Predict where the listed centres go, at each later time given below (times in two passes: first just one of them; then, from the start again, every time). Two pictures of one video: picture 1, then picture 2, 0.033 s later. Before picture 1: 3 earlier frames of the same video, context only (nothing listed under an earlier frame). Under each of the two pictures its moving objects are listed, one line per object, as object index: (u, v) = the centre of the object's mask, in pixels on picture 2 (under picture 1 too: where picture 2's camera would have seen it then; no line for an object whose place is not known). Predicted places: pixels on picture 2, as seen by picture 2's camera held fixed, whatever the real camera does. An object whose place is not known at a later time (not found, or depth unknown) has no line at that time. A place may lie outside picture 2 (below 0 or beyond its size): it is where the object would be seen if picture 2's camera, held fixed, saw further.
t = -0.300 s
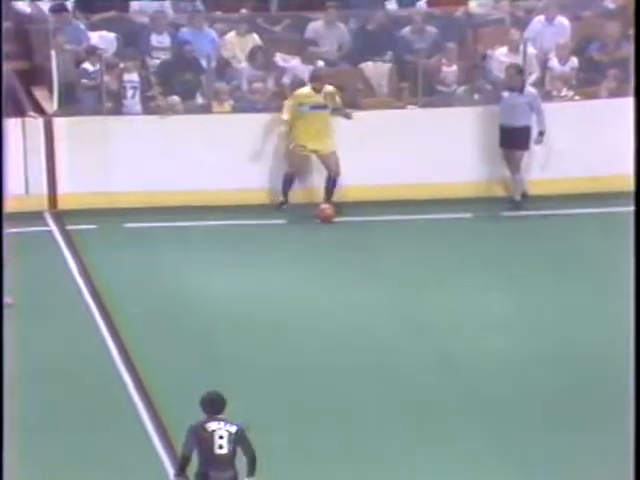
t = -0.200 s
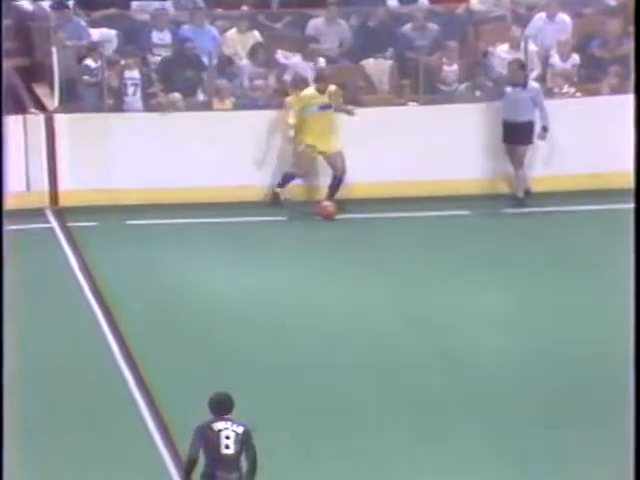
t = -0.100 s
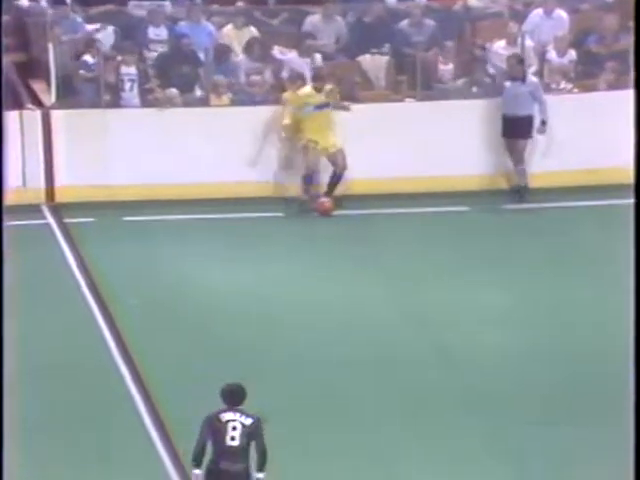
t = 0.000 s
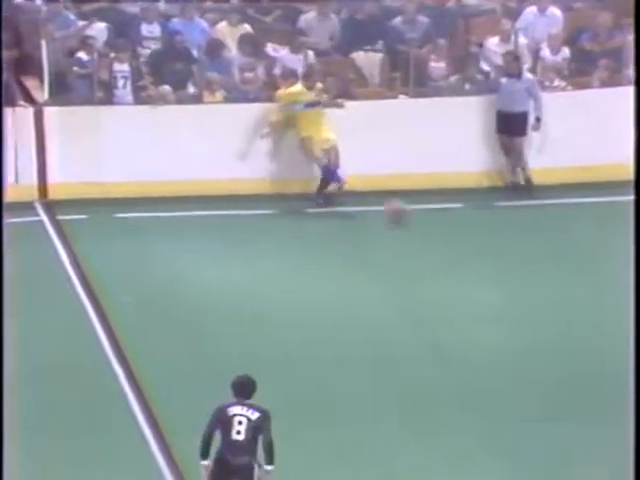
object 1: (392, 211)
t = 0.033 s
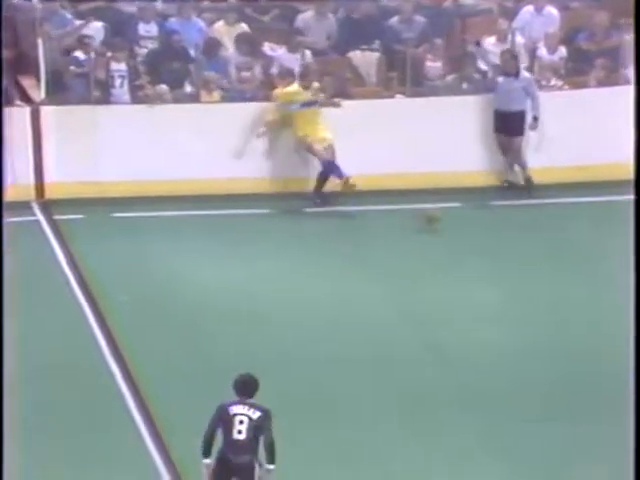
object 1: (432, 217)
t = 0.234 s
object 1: (623, 244)
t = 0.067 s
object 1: (460, 219)
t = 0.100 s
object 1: (495, 226)
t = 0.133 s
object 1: (530, 233)
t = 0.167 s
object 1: (561, 237)
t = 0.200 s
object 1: (592, 241)
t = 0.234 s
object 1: (623, 244)
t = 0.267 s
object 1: (654, 248)
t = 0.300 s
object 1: (686, 253)
